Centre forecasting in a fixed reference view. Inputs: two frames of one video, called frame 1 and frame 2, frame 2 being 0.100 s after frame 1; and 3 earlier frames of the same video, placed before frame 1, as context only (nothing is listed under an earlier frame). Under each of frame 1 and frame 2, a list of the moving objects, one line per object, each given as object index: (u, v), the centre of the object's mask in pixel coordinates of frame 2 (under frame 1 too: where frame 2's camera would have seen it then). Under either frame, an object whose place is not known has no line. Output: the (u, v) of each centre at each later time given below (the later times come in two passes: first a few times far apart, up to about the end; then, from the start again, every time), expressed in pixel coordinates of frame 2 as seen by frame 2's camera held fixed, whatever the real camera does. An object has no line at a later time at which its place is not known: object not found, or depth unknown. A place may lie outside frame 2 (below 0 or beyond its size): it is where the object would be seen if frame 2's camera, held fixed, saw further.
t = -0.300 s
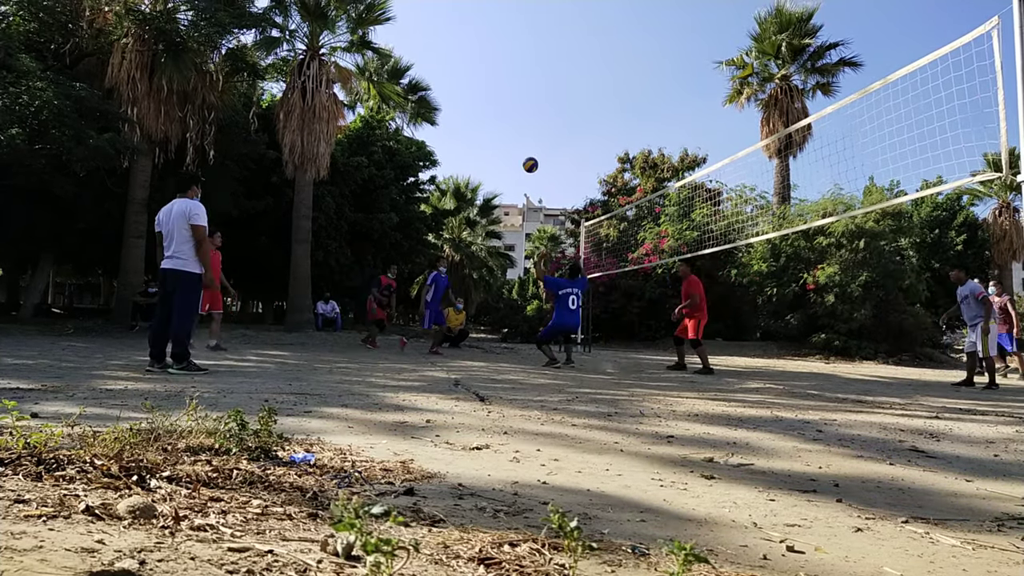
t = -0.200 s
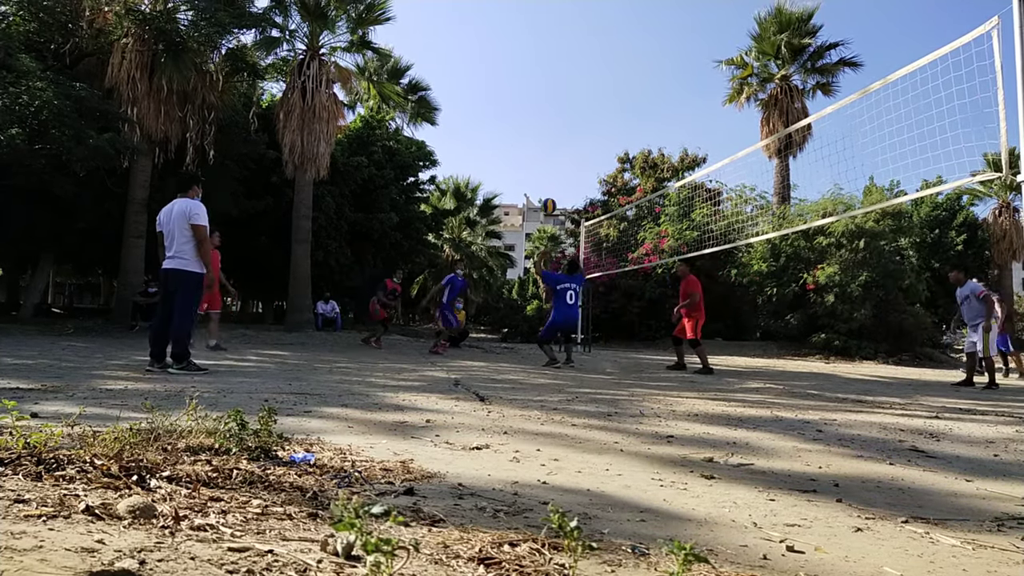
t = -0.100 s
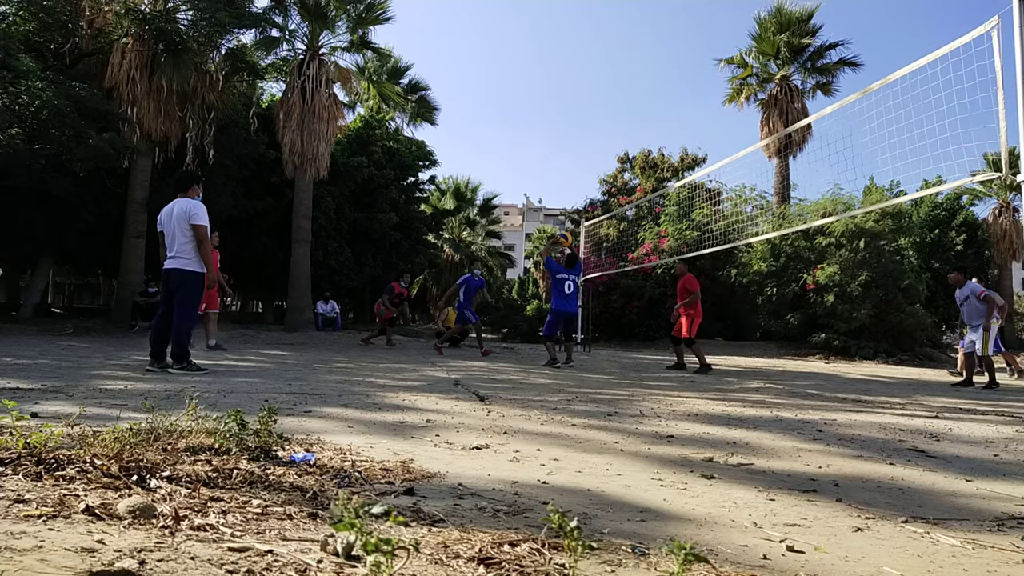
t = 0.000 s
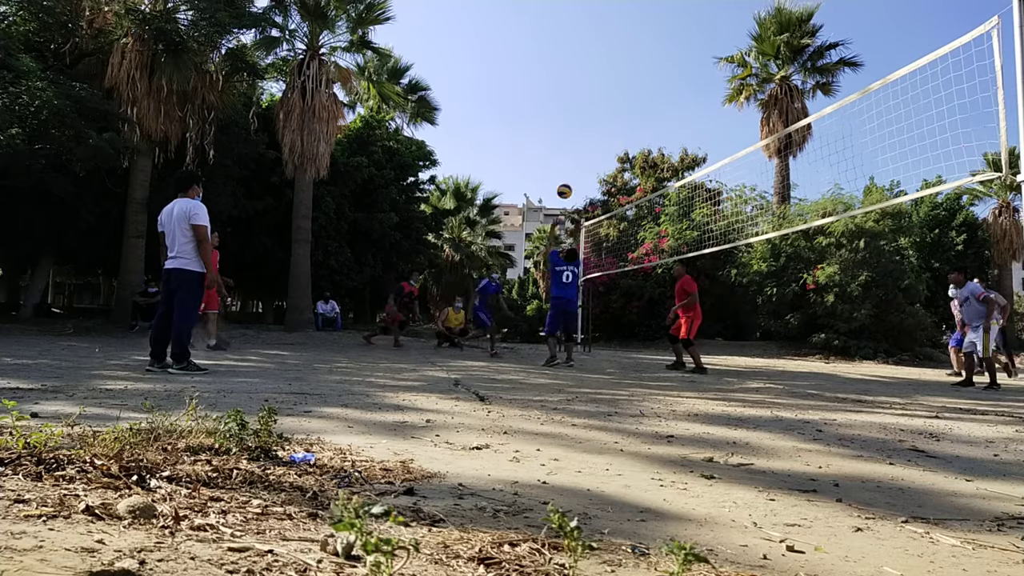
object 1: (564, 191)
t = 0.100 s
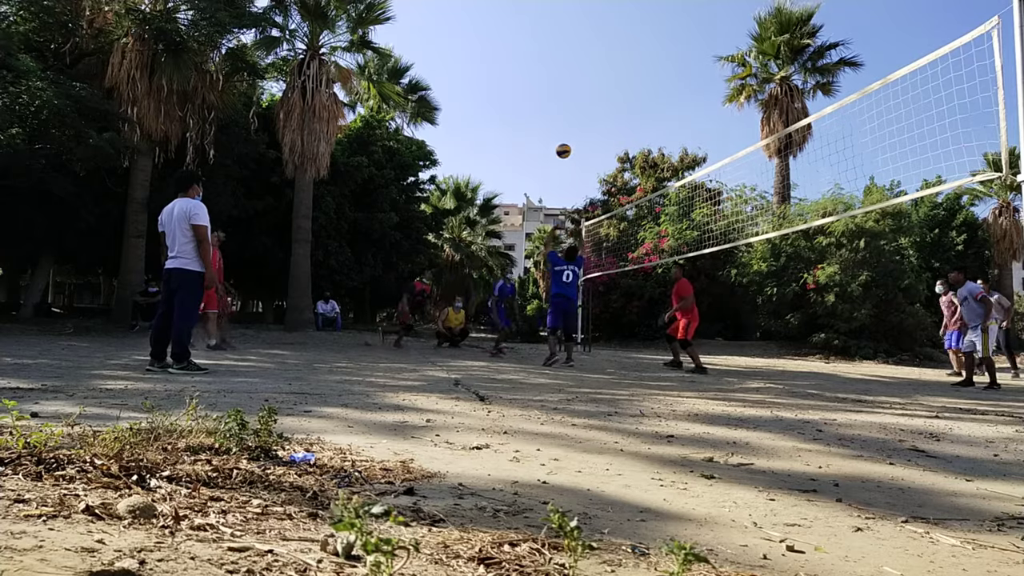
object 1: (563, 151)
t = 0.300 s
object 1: (559, 96)
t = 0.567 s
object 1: (553, 67)
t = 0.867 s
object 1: (545, 88)
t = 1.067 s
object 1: (540, 129)
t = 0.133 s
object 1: (563, 139)
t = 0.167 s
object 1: (562, 129)
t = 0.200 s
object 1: (561, 119)
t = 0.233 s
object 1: (561, 111)
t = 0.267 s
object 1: (560, 103)
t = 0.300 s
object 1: (559, 96)
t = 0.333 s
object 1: (559, 89)
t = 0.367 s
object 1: (558, 84)
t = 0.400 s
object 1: (557, 79)
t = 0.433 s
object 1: (556, 75)
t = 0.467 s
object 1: (556, 72)
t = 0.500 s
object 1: (555, 70)
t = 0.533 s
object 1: (554, 68)
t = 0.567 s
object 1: (553, 67)
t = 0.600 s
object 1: (552, 67)
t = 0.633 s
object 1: (552, 67)
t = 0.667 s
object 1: (551, 68)
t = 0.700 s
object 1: (550, 70)
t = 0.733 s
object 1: (549, 72)
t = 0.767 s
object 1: (548, 75)
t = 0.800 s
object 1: (547, 78)
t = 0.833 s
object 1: (546, 83)
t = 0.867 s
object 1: (545, 88)
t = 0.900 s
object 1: (545, 93)
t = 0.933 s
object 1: (544, 99)
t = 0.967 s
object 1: (543, 106)
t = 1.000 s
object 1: (542, 113)
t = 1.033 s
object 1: (541, 121)
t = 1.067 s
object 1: (540, 129)
